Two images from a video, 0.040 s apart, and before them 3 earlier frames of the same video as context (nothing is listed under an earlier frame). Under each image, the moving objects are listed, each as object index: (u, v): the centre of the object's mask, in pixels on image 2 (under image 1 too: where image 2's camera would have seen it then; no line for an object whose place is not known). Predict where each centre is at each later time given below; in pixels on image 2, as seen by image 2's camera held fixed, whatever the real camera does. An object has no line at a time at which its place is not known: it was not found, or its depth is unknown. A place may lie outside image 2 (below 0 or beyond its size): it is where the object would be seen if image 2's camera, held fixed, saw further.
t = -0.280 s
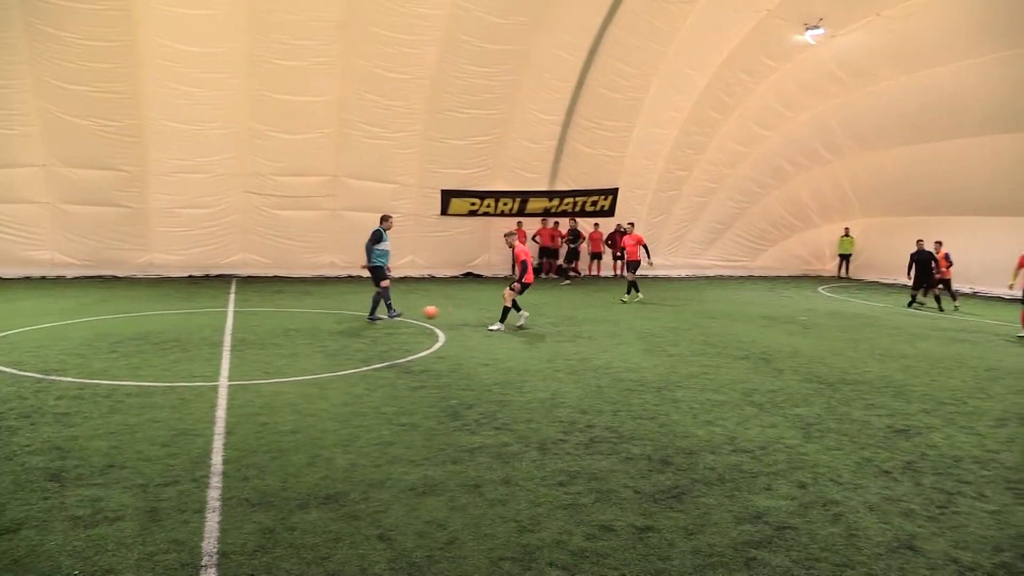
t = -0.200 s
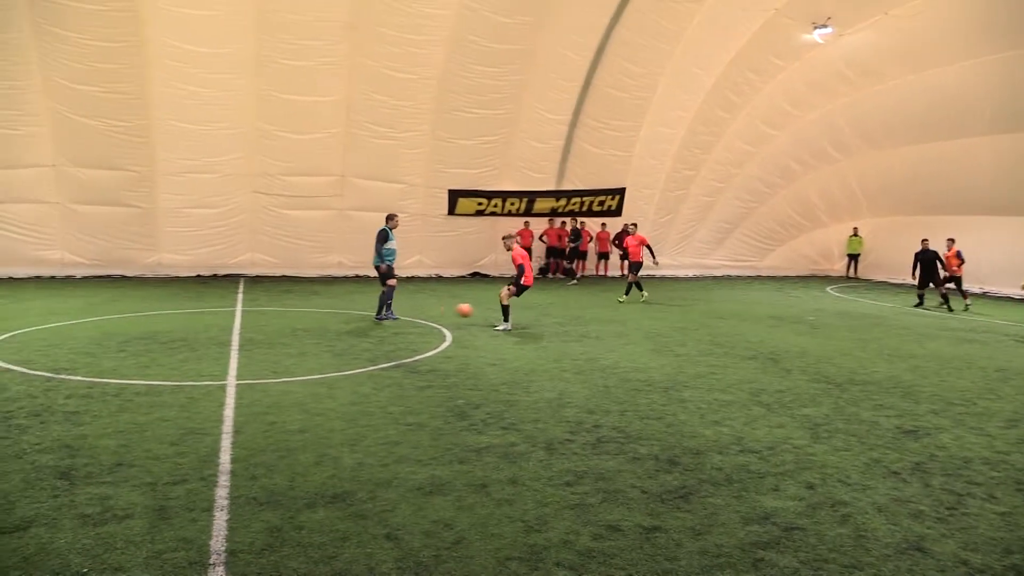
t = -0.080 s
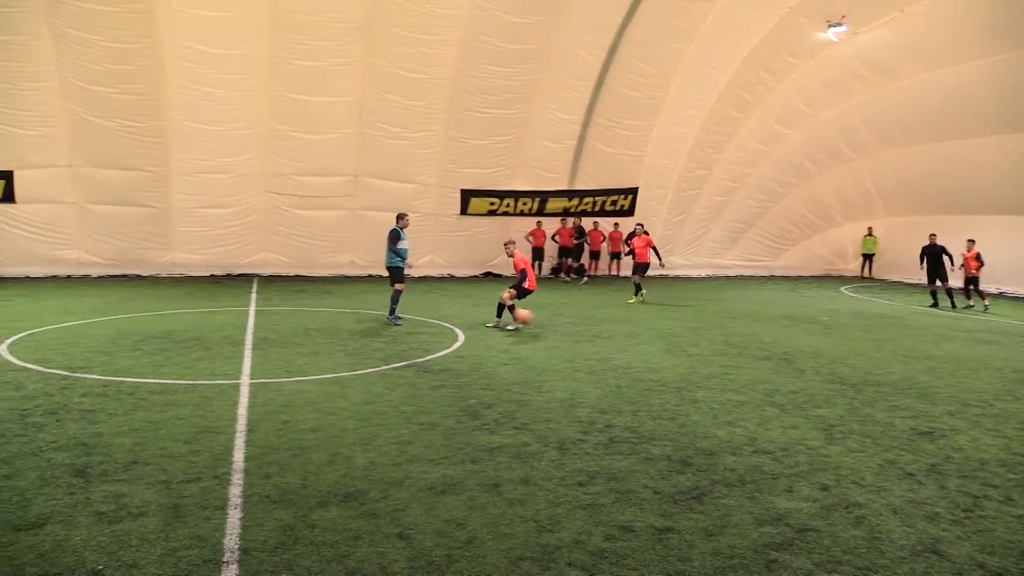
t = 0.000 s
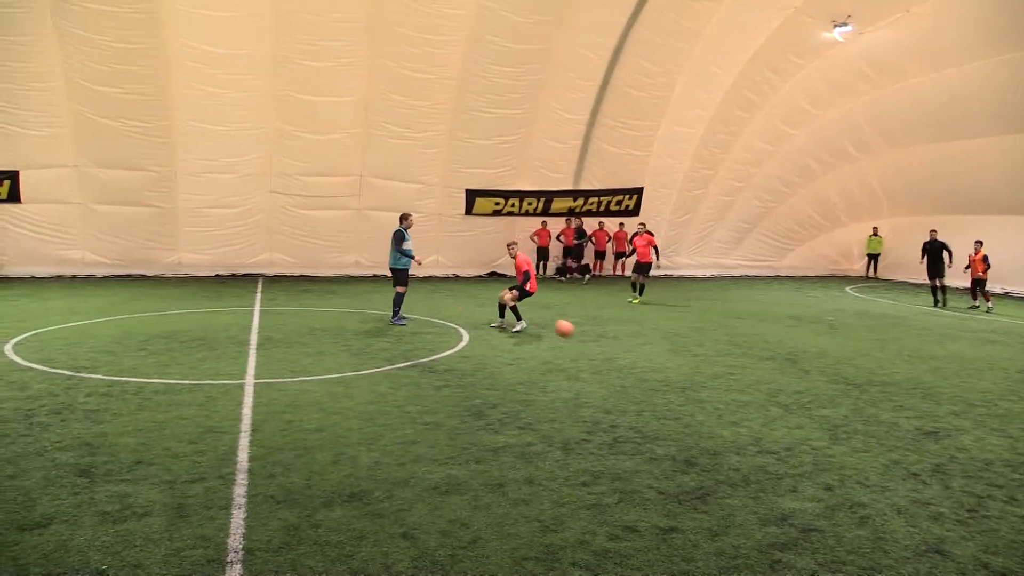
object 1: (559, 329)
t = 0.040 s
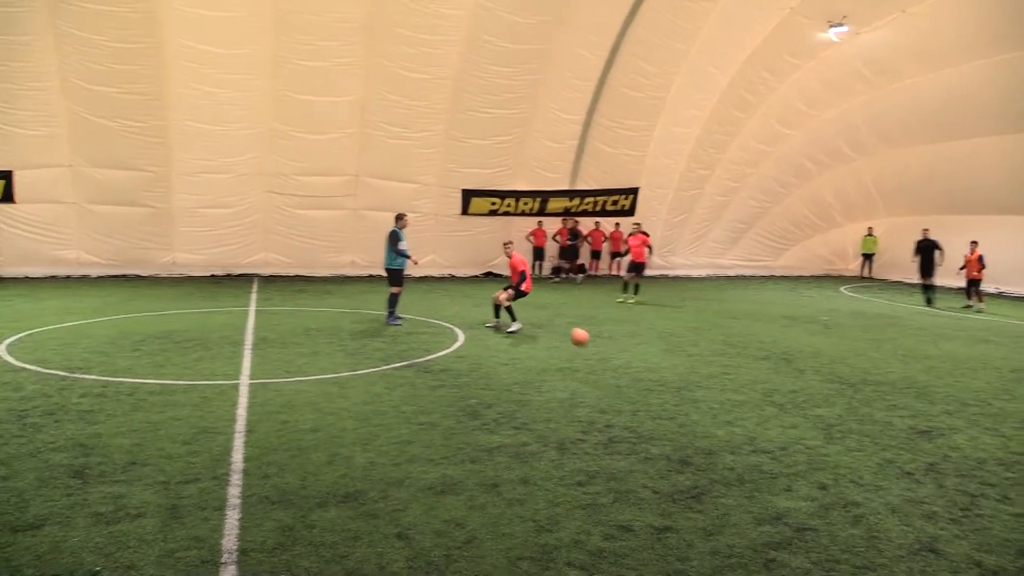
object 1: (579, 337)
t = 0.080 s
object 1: (600, 348)
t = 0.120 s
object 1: (622, 361)
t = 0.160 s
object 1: (646, 376)
